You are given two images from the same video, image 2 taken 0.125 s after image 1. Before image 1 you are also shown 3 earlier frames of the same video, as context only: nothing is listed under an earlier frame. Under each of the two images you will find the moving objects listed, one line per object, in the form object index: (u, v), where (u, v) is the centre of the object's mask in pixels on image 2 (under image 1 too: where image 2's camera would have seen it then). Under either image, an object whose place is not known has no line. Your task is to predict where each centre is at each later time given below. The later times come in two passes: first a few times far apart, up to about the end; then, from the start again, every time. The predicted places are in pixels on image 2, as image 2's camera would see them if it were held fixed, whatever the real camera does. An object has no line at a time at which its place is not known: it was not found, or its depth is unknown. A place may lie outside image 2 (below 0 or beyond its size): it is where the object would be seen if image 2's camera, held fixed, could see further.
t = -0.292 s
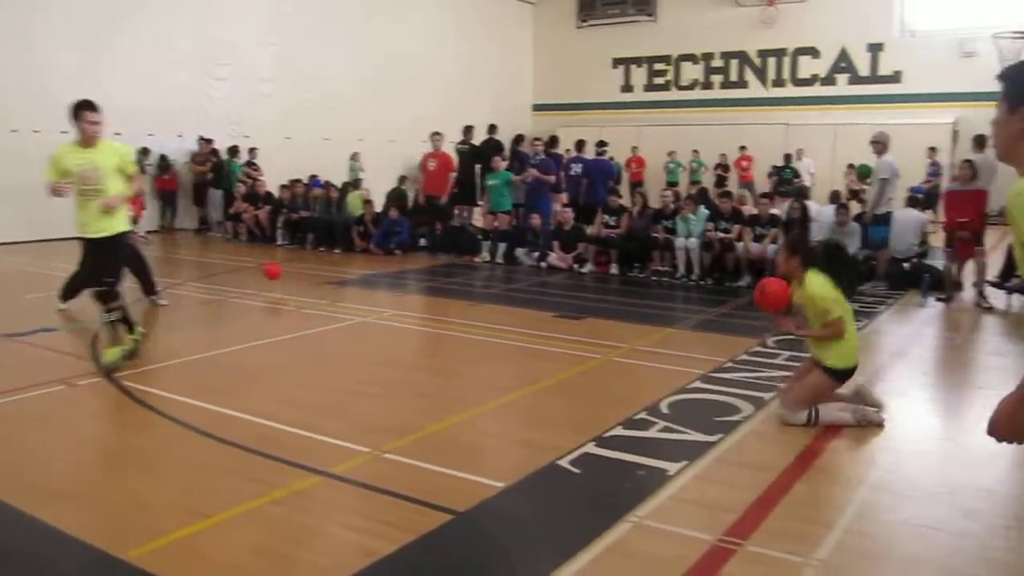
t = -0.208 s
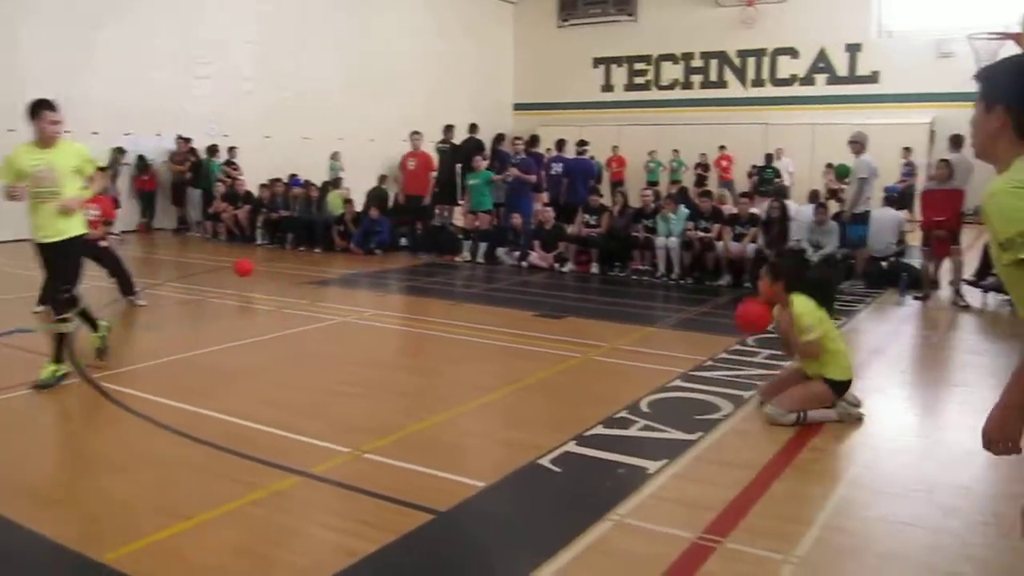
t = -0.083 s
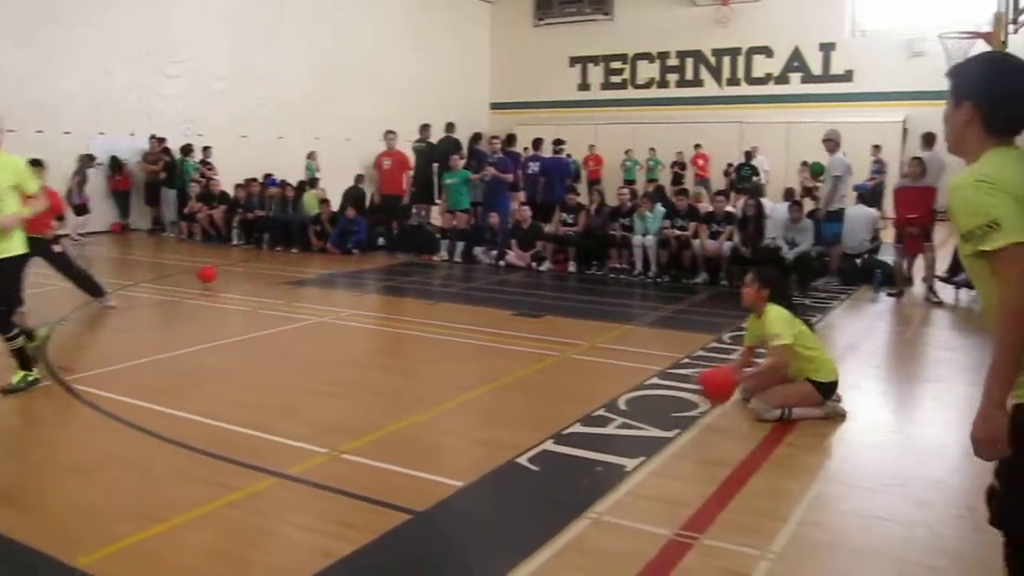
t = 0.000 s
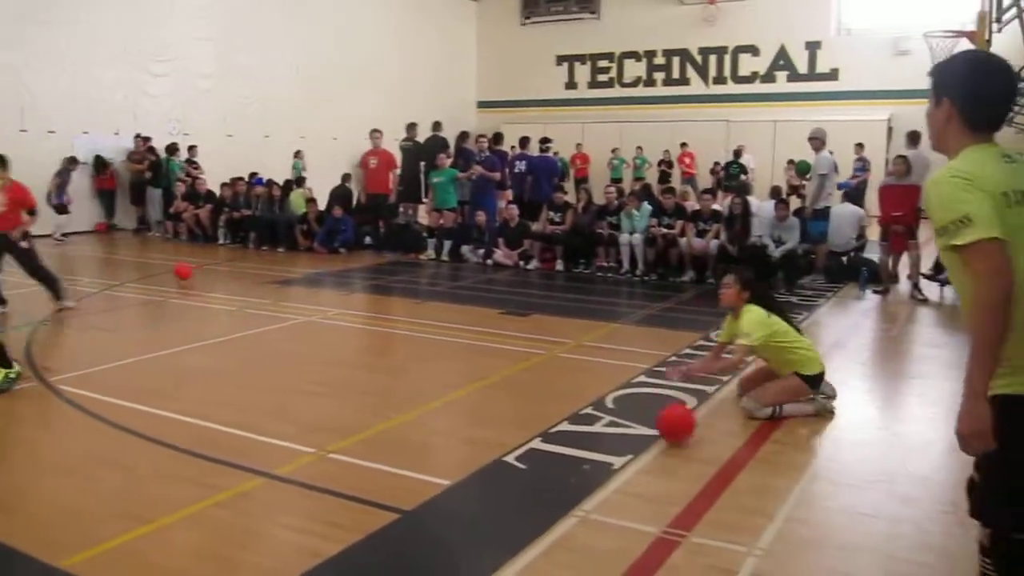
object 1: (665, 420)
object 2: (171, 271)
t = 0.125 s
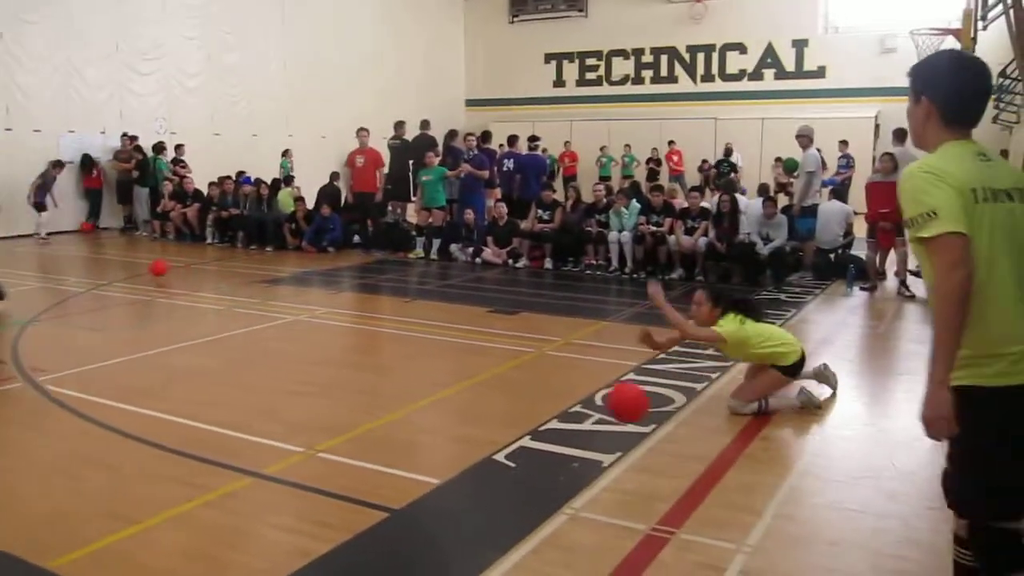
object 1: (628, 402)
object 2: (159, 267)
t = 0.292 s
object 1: (567, 423)
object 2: (143, 266)
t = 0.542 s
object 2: (126, 263)
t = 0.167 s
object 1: (613, 402)
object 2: (155, 269)
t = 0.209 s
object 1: (599, 405)
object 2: (152, 269)
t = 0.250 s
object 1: (583, 413)
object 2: (147, 266)
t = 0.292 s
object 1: (567, 423)
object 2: (143, 266)
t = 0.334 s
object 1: (550, 438)
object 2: (139, 266)
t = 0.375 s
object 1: (532, 457)
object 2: (137, 266)
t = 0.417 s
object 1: (513, 481)
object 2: (134, 265)
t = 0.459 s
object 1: (493, 497)
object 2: (131, 264)
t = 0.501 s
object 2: (129, 264)
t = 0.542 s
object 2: (126, 263)
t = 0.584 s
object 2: (124, 262)
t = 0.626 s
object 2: (121, 260)
